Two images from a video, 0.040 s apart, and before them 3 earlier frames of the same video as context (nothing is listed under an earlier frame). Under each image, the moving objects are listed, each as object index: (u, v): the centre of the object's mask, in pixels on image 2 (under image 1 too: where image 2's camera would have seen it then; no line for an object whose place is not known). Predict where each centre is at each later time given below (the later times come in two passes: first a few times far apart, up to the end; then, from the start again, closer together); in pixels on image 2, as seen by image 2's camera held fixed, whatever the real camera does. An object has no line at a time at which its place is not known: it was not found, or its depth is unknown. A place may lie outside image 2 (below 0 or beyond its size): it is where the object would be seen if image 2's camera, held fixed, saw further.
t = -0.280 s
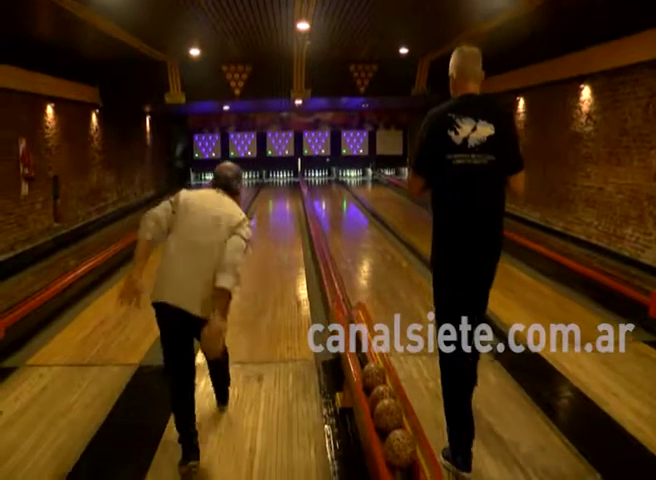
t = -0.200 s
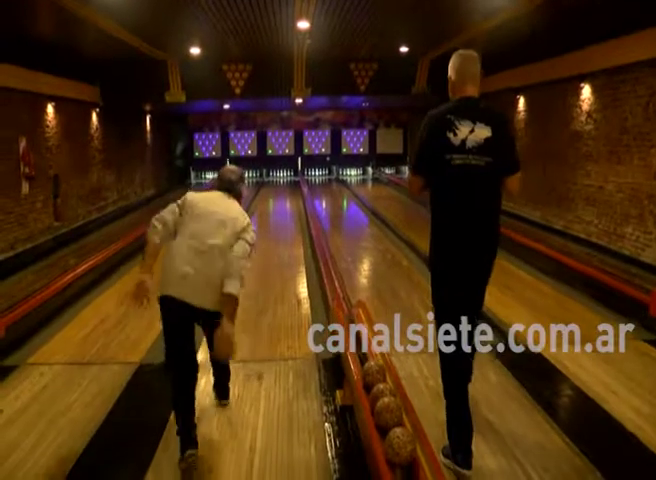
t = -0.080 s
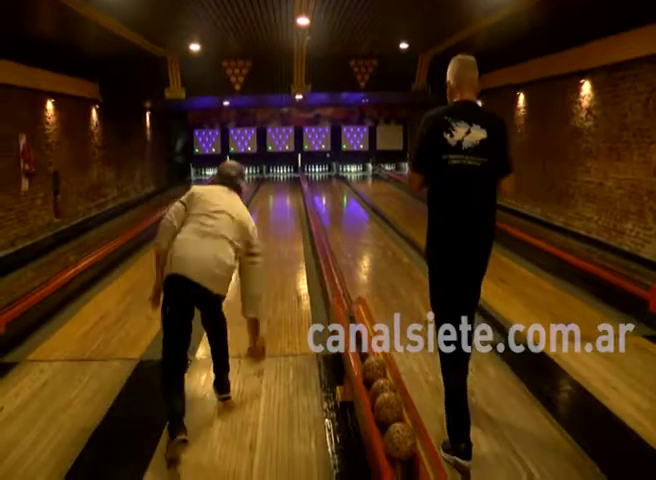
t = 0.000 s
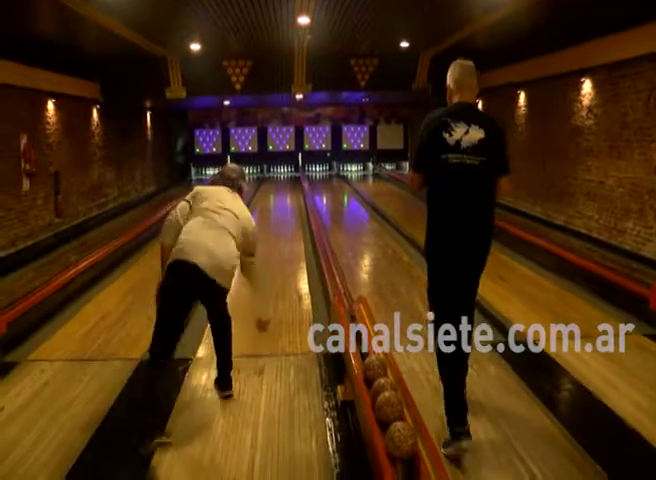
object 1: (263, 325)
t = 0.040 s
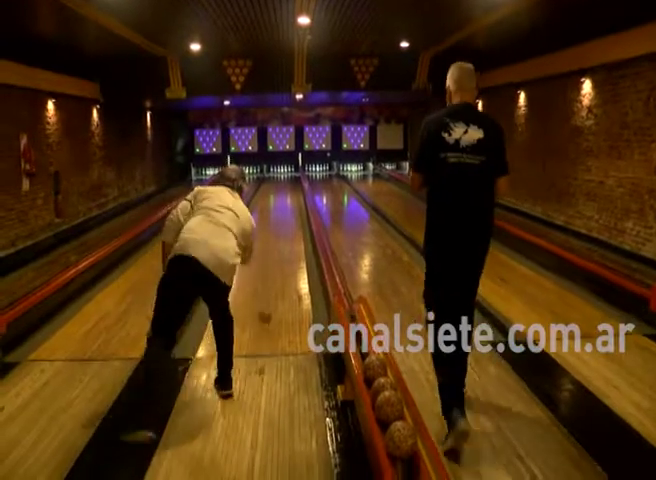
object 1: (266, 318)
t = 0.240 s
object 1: (271, 260)
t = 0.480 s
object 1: (274, 232)
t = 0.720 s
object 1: (276, 212)
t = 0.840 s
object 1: (275, 209)
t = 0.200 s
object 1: (271, 268)
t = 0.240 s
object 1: (271, 260)
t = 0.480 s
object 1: (274, 232)
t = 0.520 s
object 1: (274, 230)
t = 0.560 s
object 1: (274, 229)
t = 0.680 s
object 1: (275, 215)
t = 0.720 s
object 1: (276, 212)
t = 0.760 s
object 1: (275, 212)
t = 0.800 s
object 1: (275, 209)
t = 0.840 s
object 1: (275, 209)
